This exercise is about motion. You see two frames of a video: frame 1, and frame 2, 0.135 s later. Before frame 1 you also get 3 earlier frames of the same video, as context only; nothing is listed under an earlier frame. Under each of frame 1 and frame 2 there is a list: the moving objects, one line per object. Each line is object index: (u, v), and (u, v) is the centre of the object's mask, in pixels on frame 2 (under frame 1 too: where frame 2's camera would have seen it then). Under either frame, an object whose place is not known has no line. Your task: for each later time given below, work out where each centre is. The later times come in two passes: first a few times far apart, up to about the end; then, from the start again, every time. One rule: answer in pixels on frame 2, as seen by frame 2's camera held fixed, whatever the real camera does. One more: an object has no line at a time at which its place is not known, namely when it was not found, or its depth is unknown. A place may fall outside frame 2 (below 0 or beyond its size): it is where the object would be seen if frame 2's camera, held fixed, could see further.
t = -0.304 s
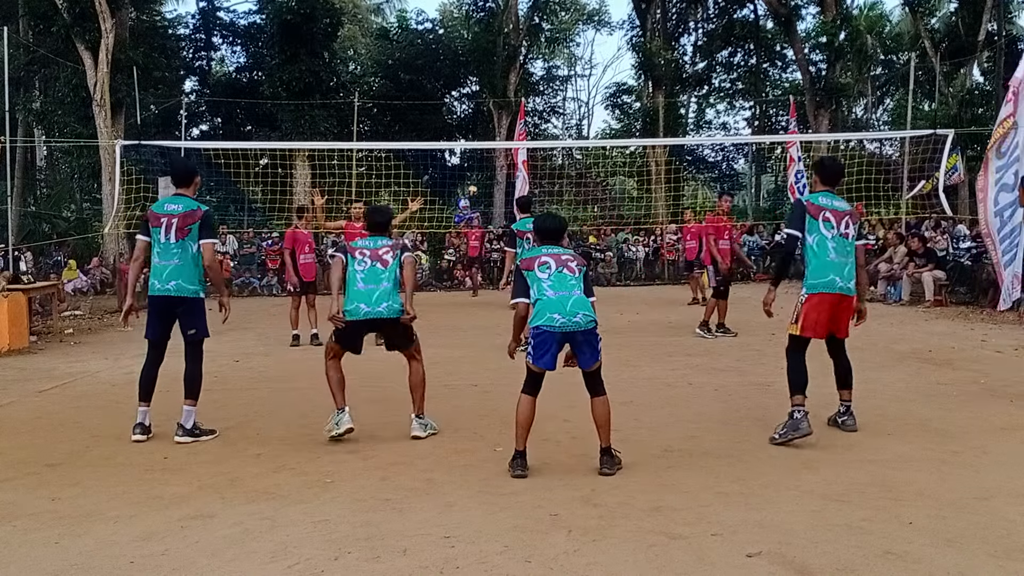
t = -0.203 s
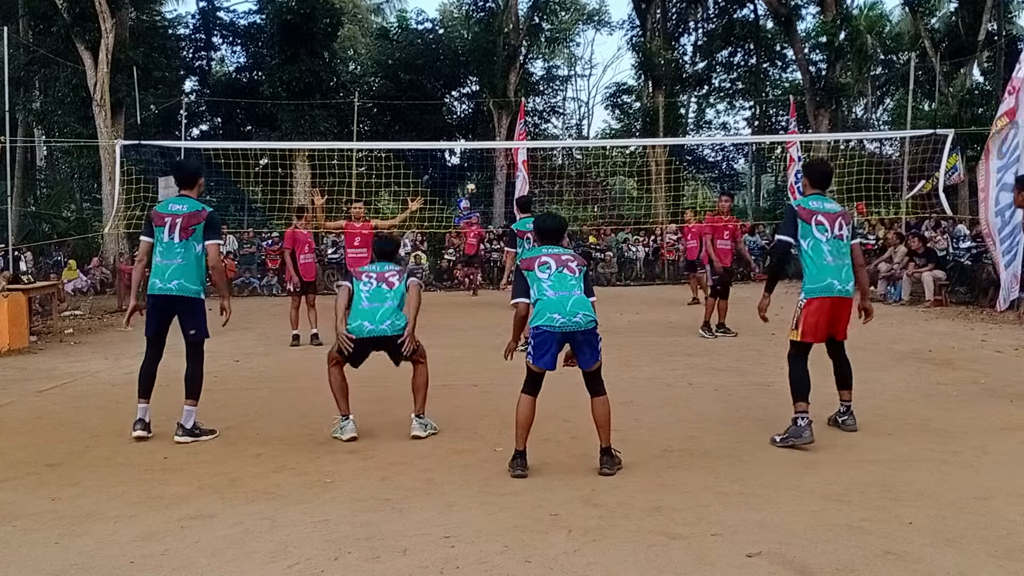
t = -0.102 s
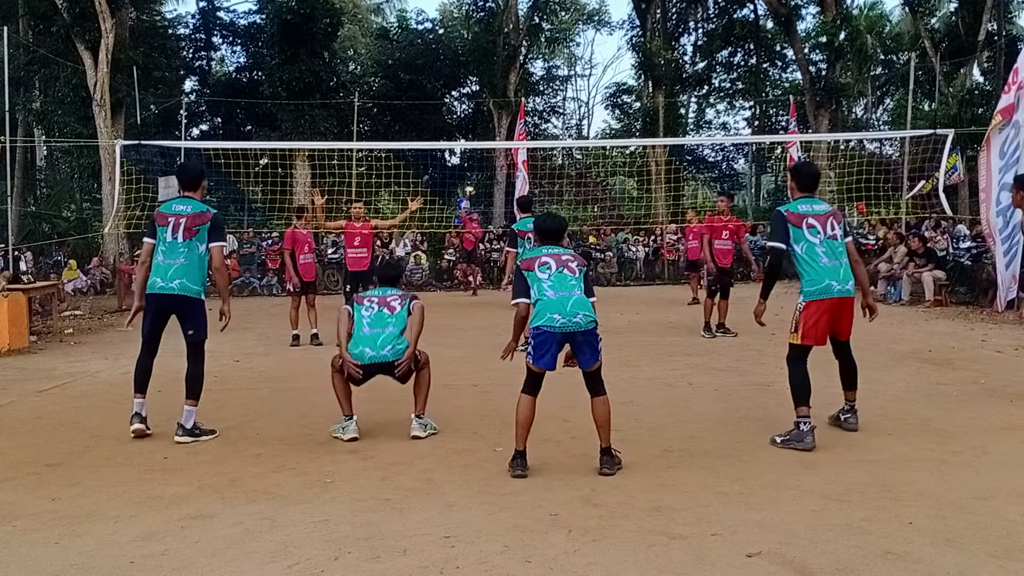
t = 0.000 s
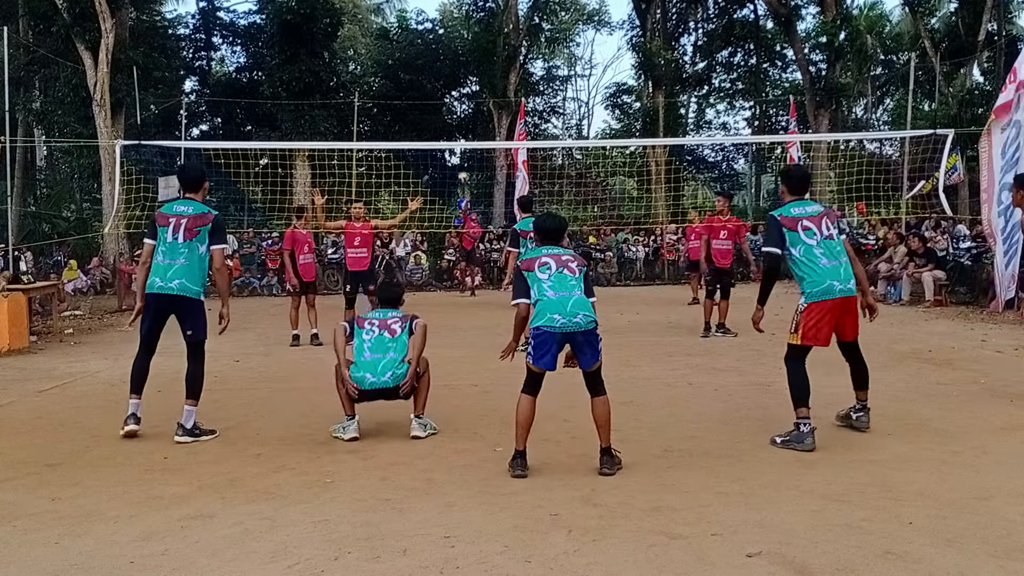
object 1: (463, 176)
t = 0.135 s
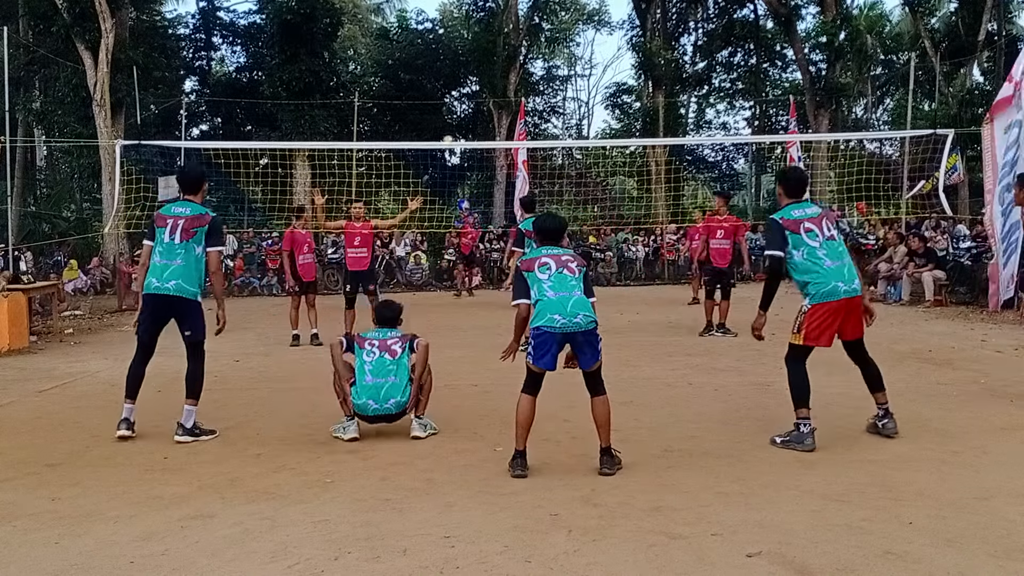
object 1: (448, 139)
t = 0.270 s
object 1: (429, 109)
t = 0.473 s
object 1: (391, 78)
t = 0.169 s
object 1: (444, 133)
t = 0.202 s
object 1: (439, 125)
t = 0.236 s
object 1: (434, 117)
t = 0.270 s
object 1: (429, 109)
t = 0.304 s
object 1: (424, 103)
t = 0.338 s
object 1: (417, 96)
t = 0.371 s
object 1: (411, 90)
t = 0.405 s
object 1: (405, 86)
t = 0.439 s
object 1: (398, 82)
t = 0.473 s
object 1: (391, 78)
